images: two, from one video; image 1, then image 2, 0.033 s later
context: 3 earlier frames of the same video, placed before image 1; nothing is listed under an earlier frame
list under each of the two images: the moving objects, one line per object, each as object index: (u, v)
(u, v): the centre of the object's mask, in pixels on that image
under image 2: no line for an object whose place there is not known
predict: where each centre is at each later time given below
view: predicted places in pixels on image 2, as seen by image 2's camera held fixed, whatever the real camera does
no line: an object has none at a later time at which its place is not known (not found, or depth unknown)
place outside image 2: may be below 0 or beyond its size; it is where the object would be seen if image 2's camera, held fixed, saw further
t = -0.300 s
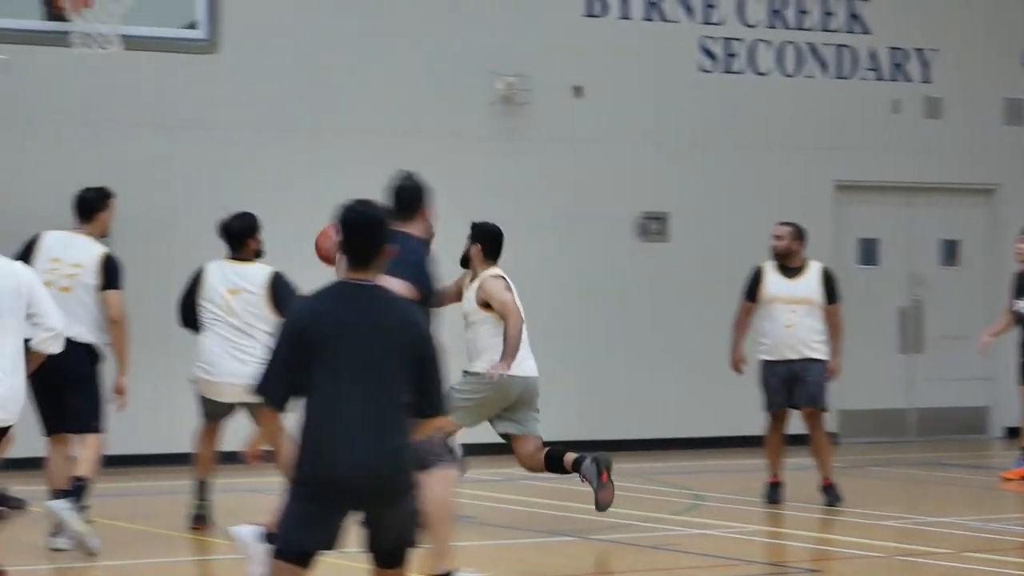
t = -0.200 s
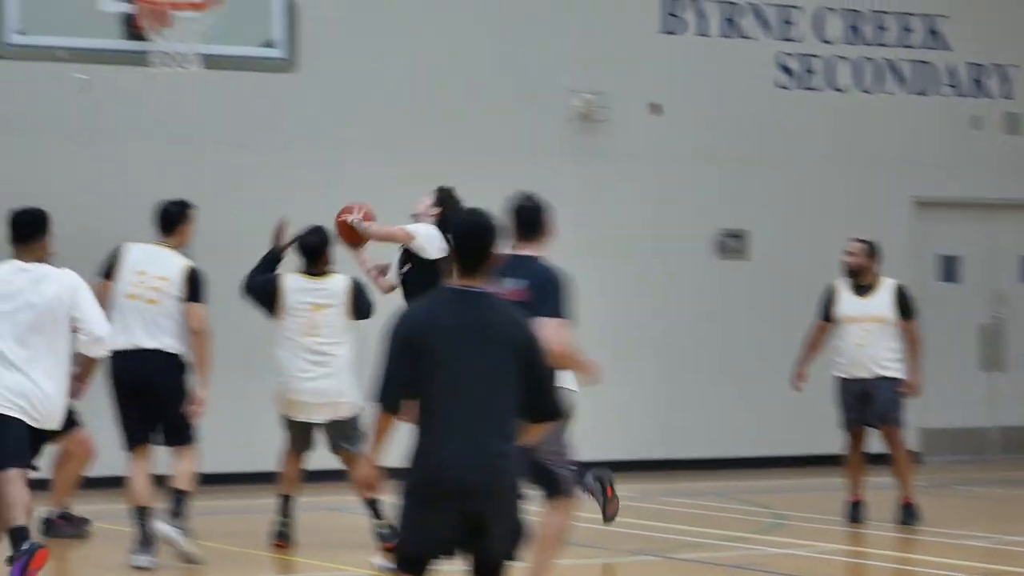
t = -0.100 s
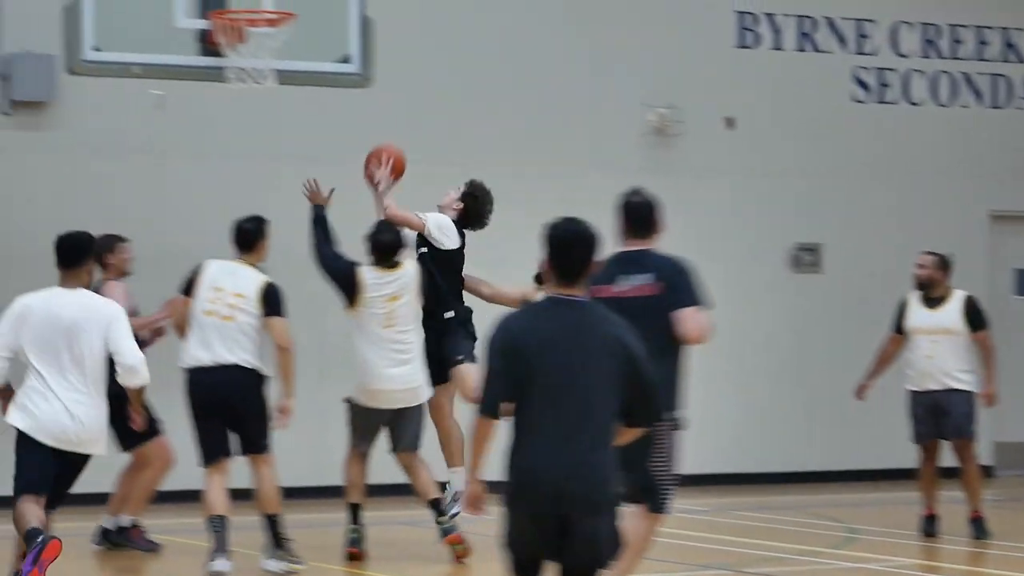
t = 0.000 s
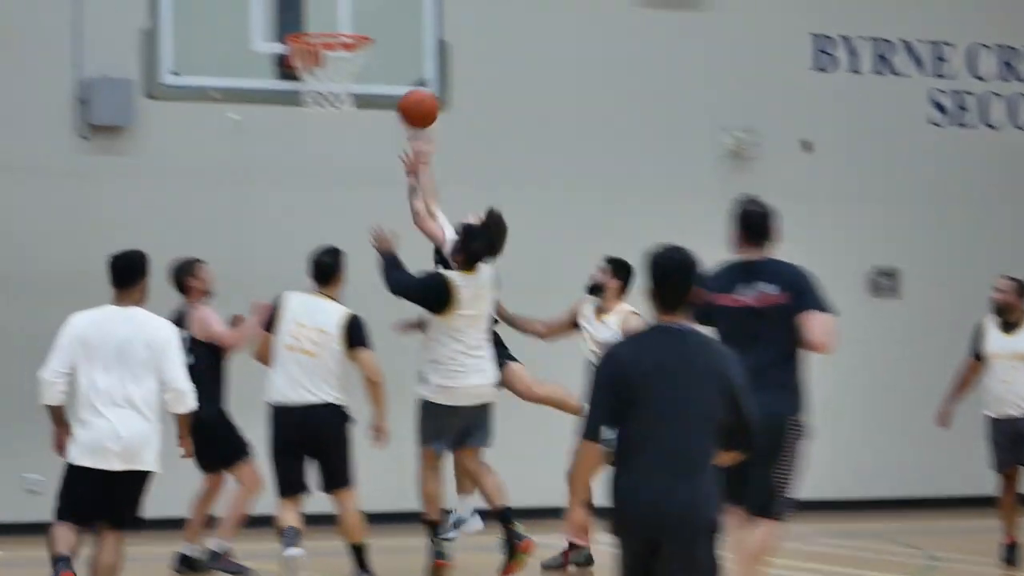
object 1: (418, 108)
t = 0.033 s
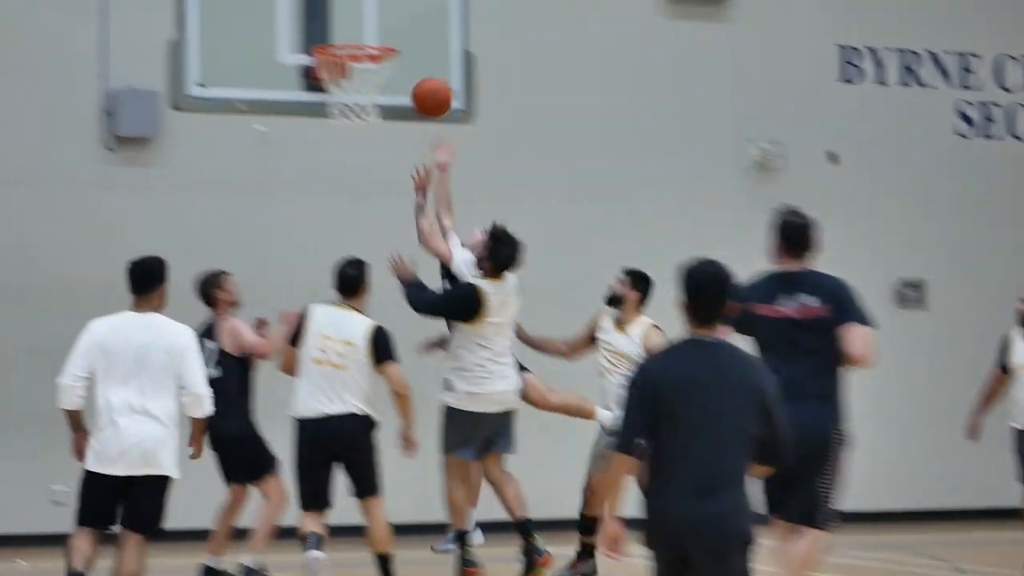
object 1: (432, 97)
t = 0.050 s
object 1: (425, 86)
